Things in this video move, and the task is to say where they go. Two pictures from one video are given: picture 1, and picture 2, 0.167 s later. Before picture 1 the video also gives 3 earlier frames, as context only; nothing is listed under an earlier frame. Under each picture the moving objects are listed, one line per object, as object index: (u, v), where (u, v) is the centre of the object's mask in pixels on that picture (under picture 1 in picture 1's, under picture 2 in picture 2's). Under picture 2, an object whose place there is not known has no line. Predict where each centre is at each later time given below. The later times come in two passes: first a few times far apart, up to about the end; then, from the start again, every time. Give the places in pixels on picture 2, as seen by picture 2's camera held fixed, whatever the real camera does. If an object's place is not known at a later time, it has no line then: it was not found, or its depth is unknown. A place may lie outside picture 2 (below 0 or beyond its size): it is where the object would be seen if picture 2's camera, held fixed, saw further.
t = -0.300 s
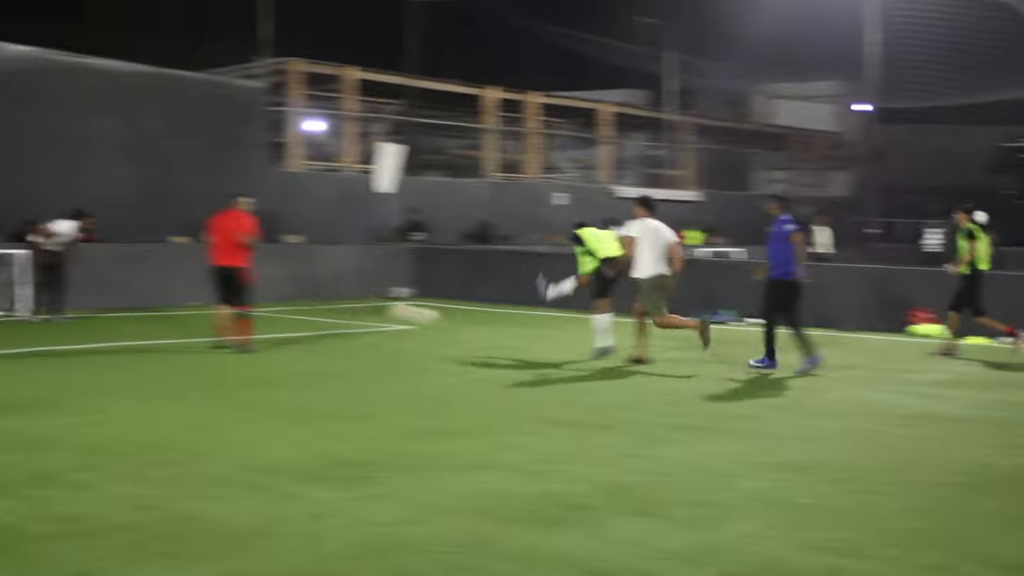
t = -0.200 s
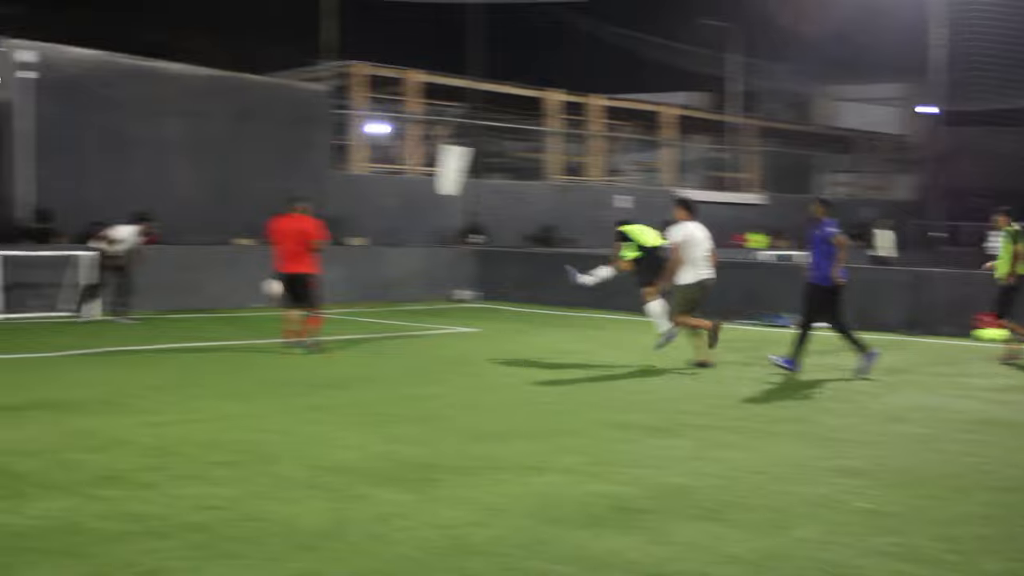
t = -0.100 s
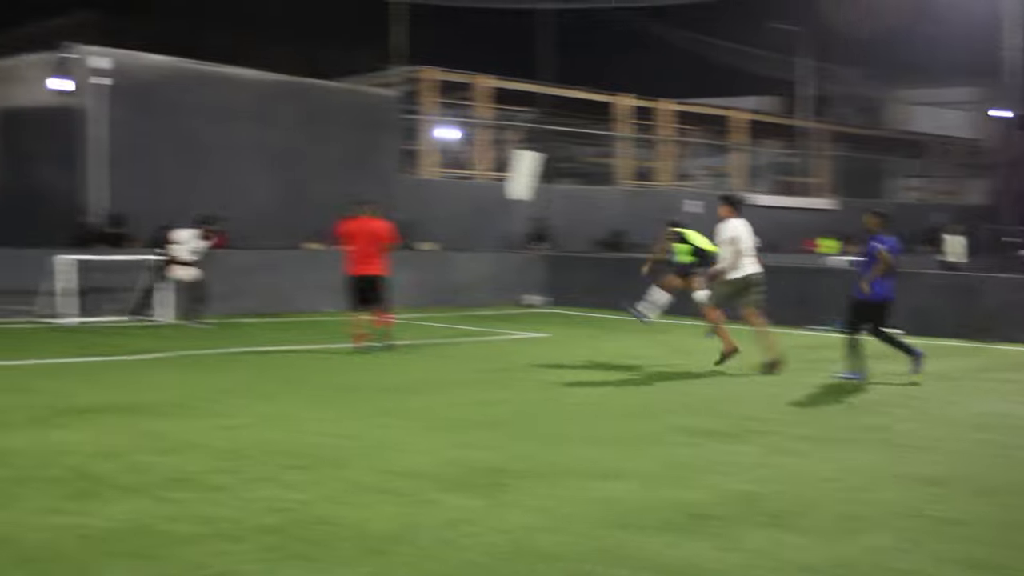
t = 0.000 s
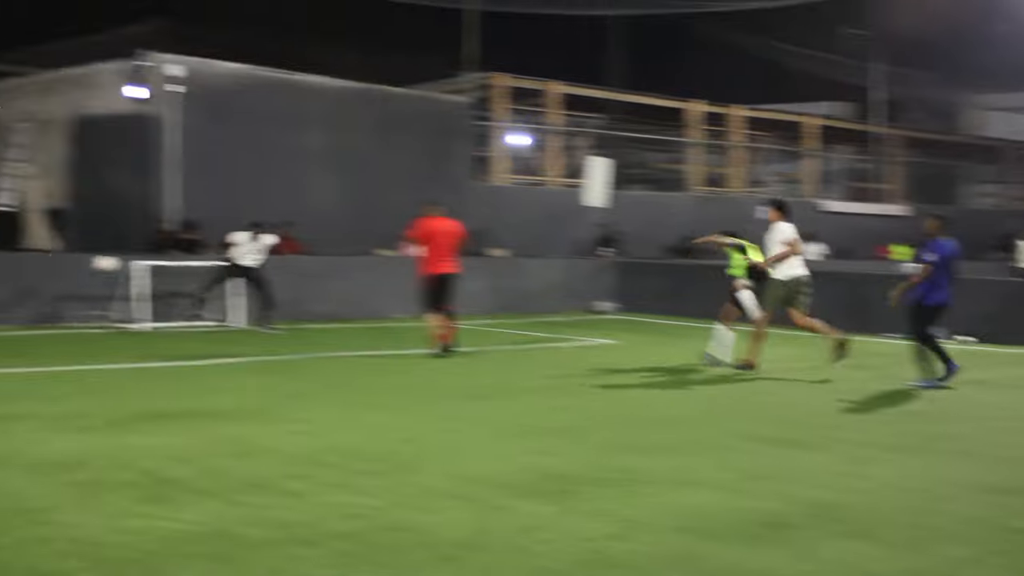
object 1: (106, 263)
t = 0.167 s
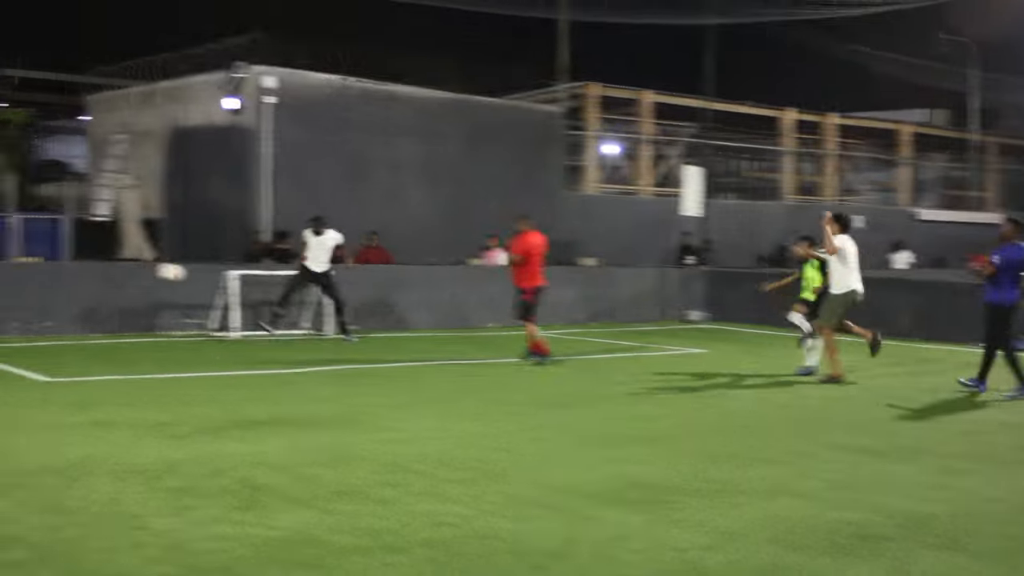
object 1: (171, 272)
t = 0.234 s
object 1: (189, 280)
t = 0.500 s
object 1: (232, 371)
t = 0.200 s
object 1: (180, 275)
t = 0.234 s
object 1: (189, 280)
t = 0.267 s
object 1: (194, 286)
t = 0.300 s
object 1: (201, 293)
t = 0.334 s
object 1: (206, 301)
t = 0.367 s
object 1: (212, 311)
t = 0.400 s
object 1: (217, 321)
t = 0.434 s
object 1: (222, 336)
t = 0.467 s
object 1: (227, 353)
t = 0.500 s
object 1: (232, 371)
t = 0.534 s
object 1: (237, 390)
